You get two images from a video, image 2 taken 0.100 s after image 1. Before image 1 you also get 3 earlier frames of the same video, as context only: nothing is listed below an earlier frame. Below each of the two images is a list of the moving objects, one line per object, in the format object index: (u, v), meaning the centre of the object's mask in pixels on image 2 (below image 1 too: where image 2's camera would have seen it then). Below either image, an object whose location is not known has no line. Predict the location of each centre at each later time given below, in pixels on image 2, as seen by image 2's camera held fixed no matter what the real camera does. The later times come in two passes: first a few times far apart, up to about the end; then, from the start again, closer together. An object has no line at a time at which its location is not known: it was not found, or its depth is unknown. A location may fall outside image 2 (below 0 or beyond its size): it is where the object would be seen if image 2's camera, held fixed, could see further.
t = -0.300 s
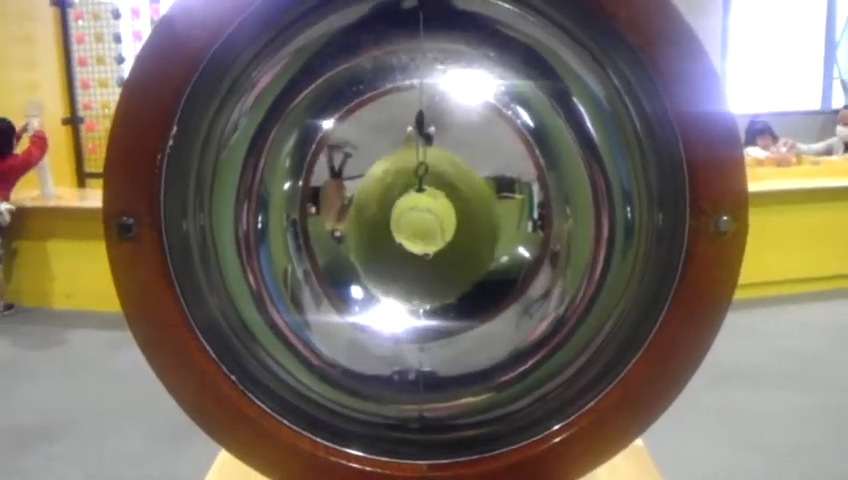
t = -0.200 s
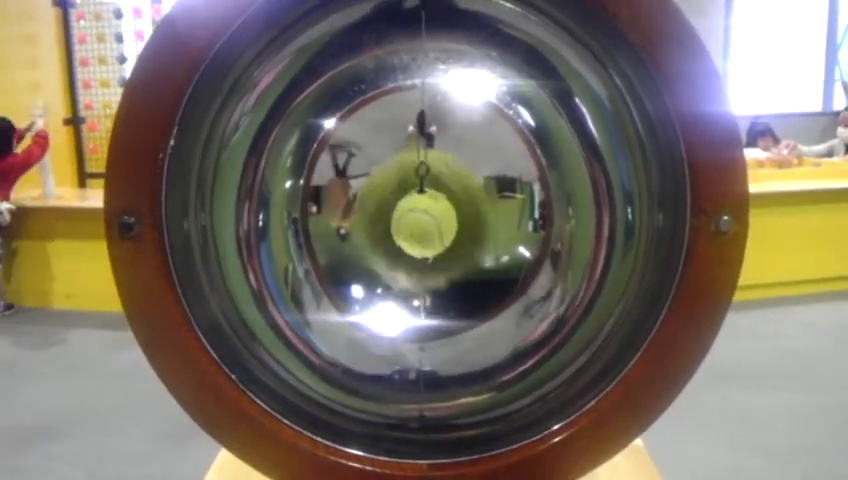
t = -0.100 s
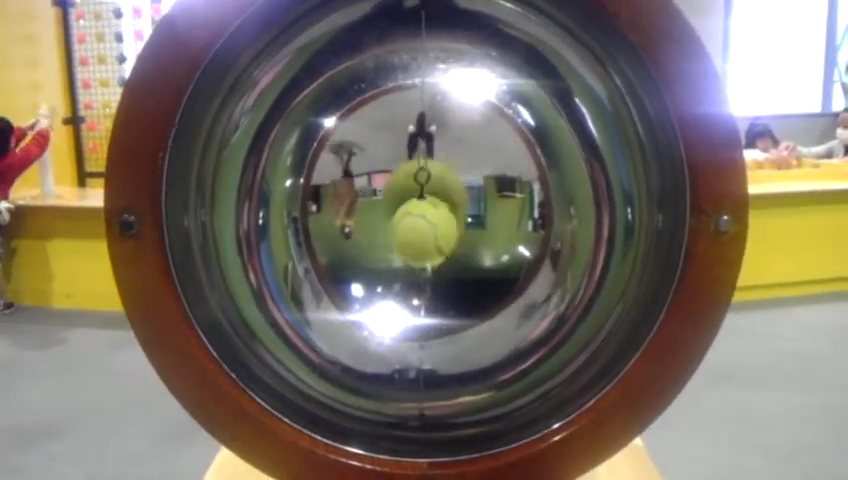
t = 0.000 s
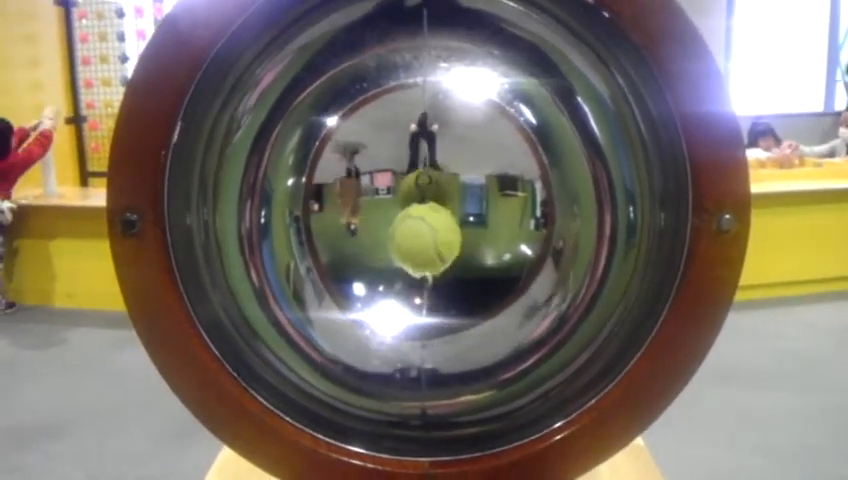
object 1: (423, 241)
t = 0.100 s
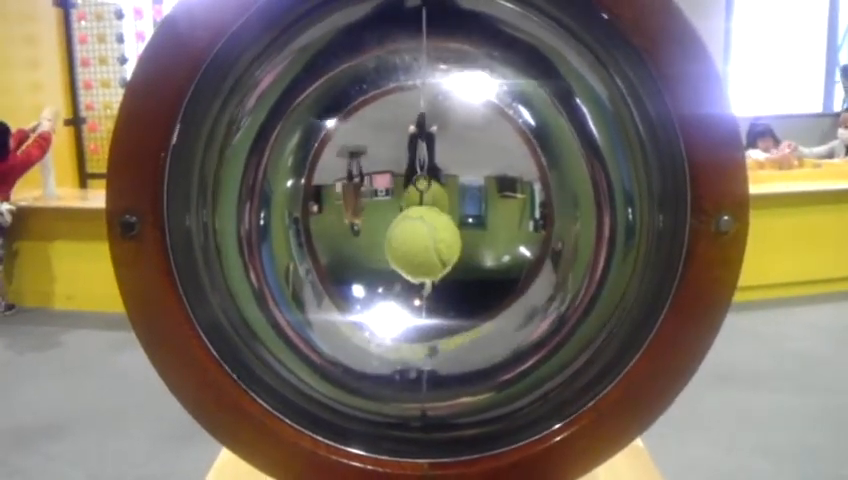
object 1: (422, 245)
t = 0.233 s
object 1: (422, 244)
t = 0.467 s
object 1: (424, 242)
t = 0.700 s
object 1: (425, 223)
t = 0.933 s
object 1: (425, 233)
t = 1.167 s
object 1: (422, 244)
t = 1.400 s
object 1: (423, 244)
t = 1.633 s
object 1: (424, 232)
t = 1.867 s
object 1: (425, 226)
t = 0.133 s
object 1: (422, 244)
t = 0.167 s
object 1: (422, 244)
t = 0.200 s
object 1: (422, 244)
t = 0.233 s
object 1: (422, 244)
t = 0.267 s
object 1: (422, 244)
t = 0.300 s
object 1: (422, 244)
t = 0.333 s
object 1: (423, 244)
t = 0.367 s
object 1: (423, 244)
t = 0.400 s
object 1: (423, 244)
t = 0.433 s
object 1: (423, 243)
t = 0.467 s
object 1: (424, 242)
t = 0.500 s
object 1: (424, 240)
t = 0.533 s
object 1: (424, 237)
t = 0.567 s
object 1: (423, 234)
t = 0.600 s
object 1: (424, 232)
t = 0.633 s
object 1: (425, 226)
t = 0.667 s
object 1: (425, 224)
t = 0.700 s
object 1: (425, 223)
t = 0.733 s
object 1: (425, 222)
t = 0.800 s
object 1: (425, 223)
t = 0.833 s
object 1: (425, 225)
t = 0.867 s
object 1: (425, 227)
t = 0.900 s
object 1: (426, 230)
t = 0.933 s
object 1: (425, 233)
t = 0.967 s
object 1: (425, 235)
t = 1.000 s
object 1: (424, 239)
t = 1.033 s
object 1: (424, 241)
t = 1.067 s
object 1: (423, 243)
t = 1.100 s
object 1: (423, 244)
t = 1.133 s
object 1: (423, 244)
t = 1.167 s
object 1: (422, 244)
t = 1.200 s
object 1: (422, 244)
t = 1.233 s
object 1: (422, 244)
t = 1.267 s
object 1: (422, 244)
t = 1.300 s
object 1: (422, 244)
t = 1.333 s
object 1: (422, 244)
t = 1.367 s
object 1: (422, 245)
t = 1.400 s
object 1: (423, 244)
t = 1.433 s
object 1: (423, 244)
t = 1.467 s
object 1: (423, 243)
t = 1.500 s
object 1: (424, 241)
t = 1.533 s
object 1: (424, 239)
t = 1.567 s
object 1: (423, 237)
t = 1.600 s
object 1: (423, 234)
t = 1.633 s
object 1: (424, 232)
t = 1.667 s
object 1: (425, 227)
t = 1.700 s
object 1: (425, 225)
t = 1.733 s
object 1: (425, 224)
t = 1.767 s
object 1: (425, 223)
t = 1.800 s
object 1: (425, 223)
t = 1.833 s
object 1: (425, 224)
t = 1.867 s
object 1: (425, 226)
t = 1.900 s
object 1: (426, 228)
